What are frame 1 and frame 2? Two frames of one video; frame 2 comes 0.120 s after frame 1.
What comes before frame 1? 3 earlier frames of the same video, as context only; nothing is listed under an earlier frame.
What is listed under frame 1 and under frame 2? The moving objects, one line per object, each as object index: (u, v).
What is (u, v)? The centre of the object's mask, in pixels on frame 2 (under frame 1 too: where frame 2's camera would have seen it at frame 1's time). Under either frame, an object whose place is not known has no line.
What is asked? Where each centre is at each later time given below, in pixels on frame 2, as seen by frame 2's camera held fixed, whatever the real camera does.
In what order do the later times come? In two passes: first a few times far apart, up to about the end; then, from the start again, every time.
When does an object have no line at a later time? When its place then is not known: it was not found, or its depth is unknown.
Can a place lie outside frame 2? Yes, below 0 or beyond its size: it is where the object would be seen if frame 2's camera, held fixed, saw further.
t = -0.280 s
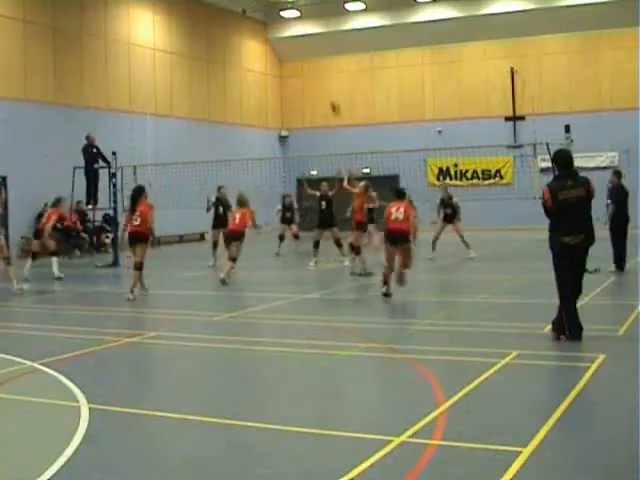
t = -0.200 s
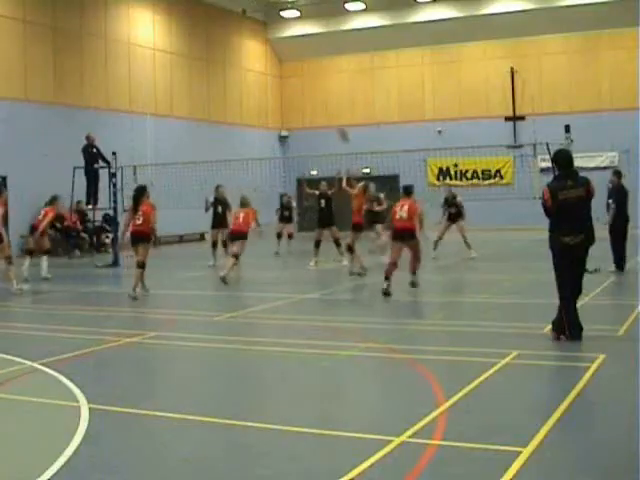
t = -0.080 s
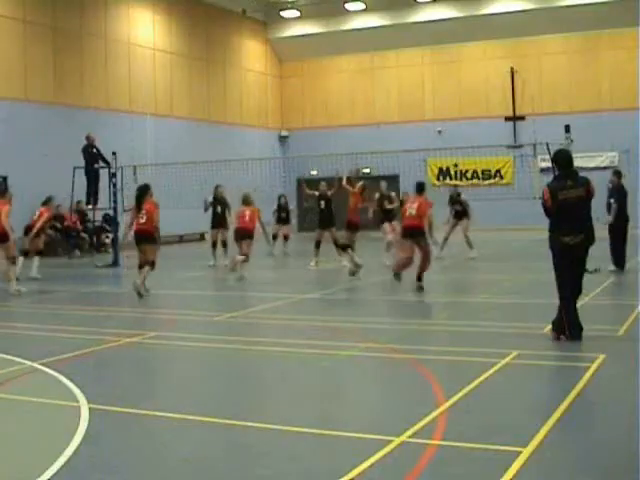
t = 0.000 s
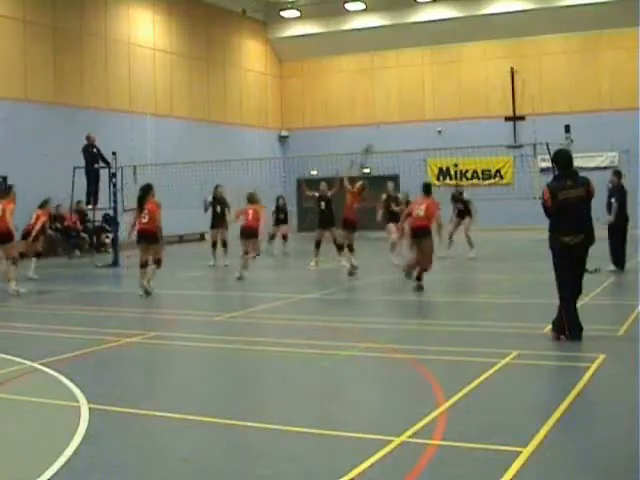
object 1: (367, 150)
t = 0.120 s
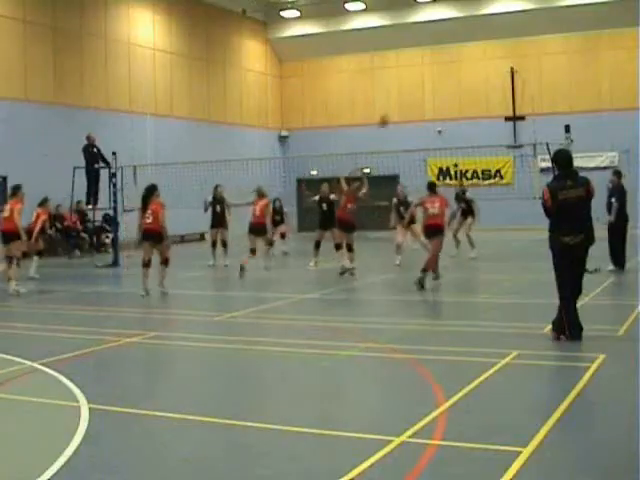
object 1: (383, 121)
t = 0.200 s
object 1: (394, 106)
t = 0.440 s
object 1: (427, 85)
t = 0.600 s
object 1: (450, 89)
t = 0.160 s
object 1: (389, 114)
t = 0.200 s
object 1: (394, 106)
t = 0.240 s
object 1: (400, 101)
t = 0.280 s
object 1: (405, 96)
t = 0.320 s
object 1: (411, 92)
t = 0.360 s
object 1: (416, 89)
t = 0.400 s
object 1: (421, 87)
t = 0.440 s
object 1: (427, 85)
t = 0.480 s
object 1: (433, 85)
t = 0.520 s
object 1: (439, 85)
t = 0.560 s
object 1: (444, 87)
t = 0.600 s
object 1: (450, 89)
